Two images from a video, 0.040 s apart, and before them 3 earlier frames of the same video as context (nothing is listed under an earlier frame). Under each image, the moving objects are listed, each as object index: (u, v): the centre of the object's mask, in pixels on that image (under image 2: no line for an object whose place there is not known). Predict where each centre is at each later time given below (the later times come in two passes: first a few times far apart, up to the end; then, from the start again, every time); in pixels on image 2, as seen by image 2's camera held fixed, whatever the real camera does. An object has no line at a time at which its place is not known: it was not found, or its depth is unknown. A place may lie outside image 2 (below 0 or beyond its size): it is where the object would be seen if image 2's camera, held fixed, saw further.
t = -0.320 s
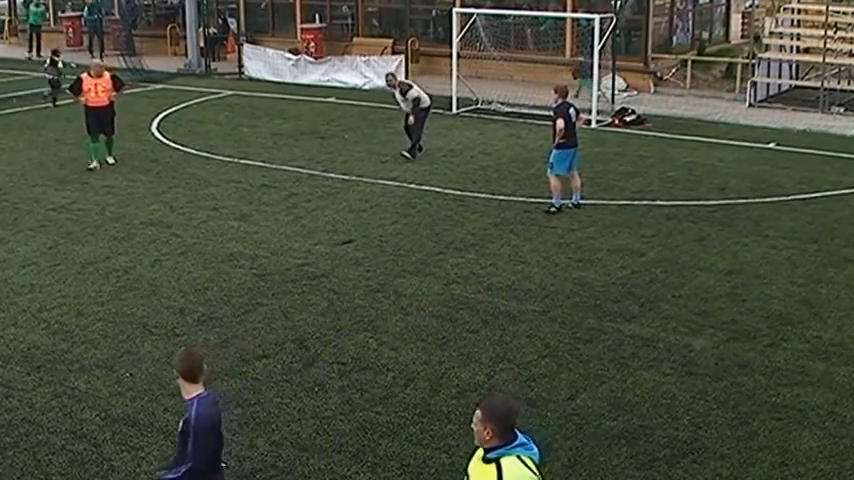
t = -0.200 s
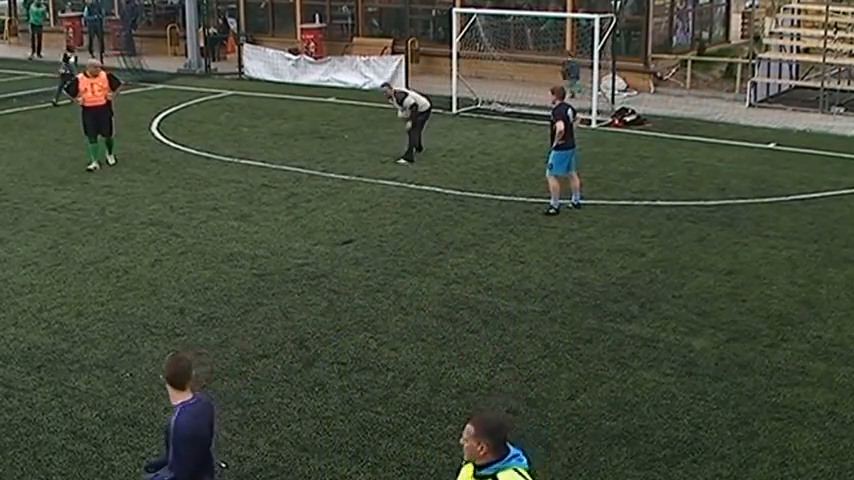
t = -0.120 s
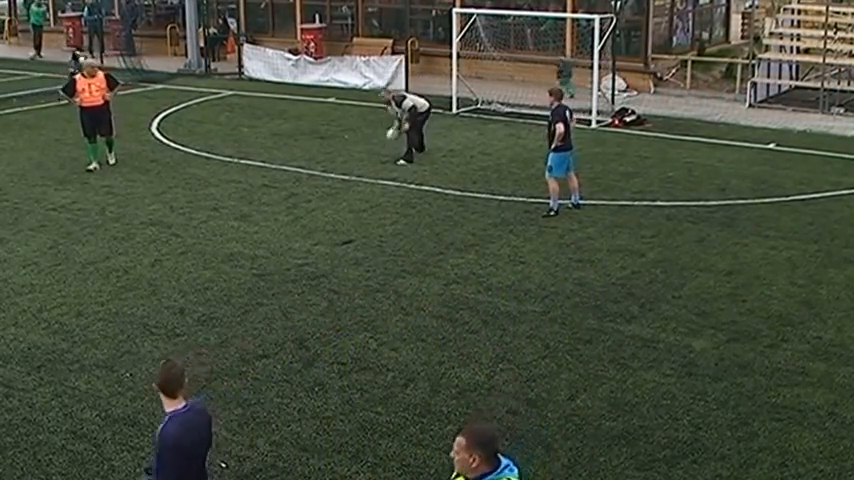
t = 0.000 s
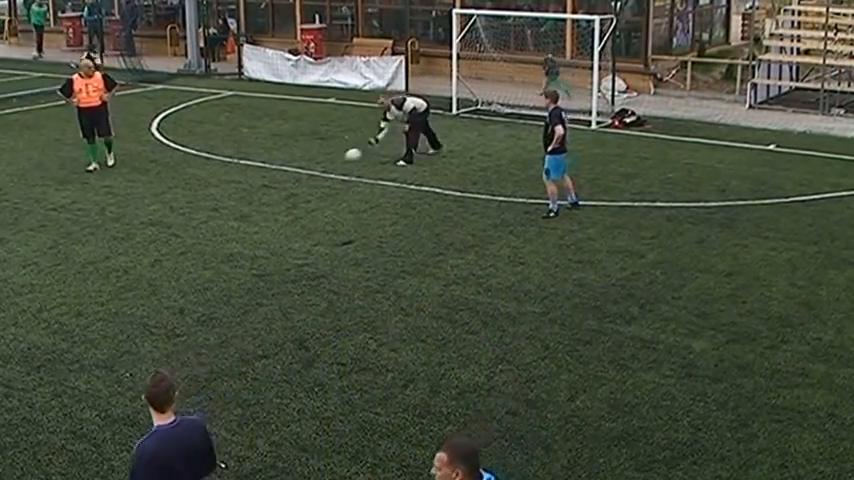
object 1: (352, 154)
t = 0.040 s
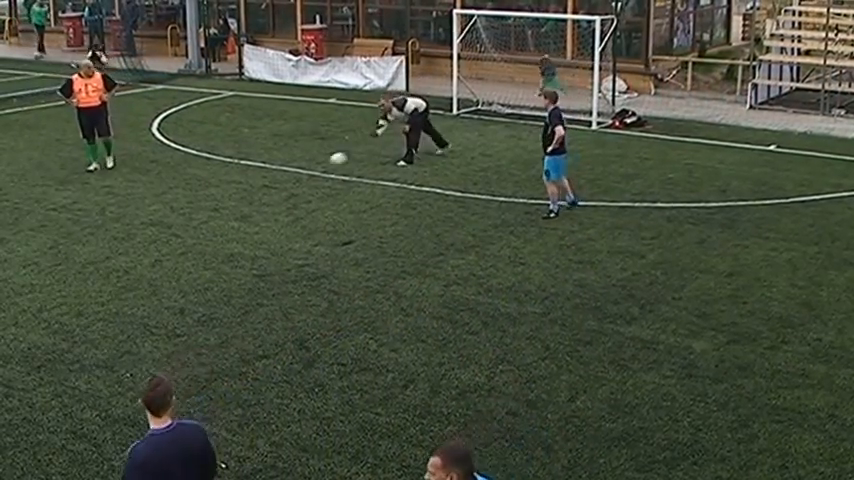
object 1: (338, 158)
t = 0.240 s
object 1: (248, 200)
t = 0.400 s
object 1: (177, 217)
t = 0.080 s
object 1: (321, 164)
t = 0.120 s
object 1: (303, 170)
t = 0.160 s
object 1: (285, 179)
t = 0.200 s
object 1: (268, 188)
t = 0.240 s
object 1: (248, 200)
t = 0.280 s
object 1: (229, 212)
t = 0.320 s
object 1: (212, 212)
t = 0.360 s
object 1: (195, 214)
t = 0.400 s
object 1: (177, 217)
